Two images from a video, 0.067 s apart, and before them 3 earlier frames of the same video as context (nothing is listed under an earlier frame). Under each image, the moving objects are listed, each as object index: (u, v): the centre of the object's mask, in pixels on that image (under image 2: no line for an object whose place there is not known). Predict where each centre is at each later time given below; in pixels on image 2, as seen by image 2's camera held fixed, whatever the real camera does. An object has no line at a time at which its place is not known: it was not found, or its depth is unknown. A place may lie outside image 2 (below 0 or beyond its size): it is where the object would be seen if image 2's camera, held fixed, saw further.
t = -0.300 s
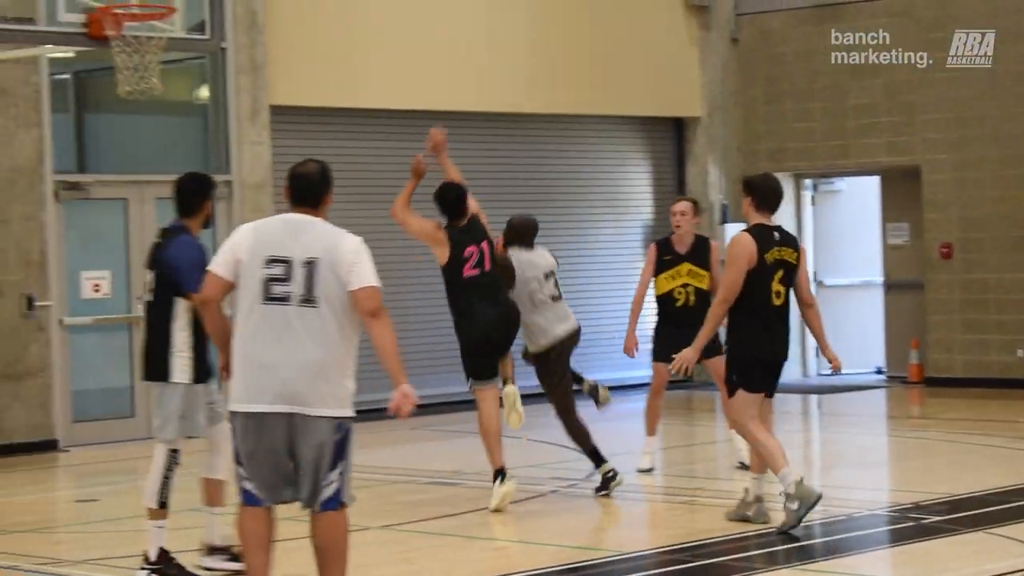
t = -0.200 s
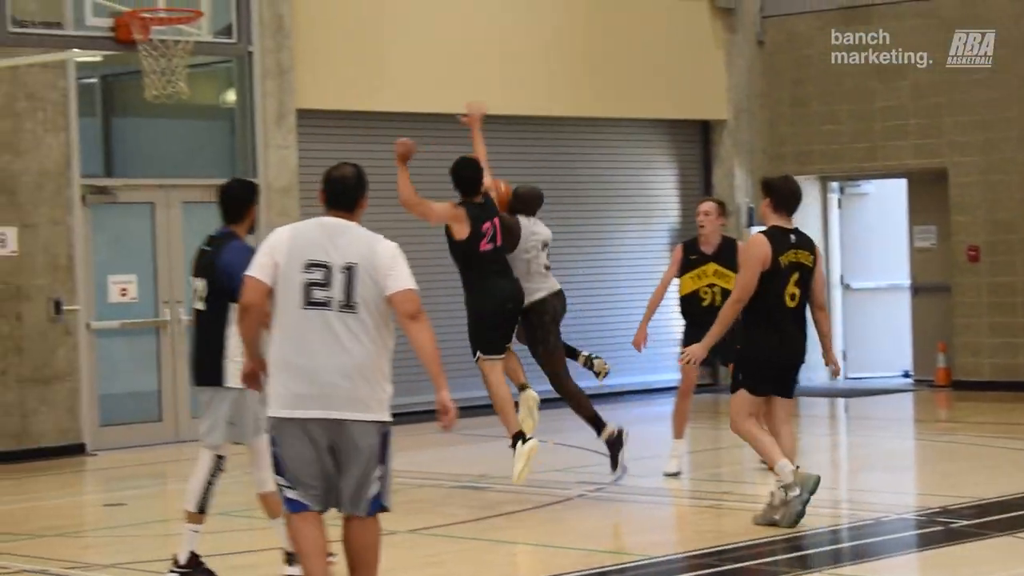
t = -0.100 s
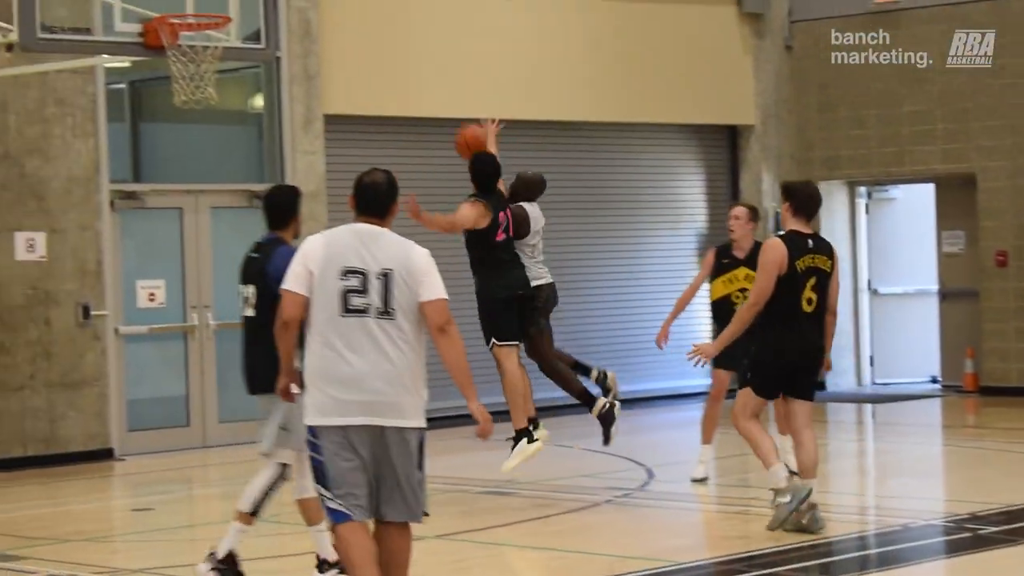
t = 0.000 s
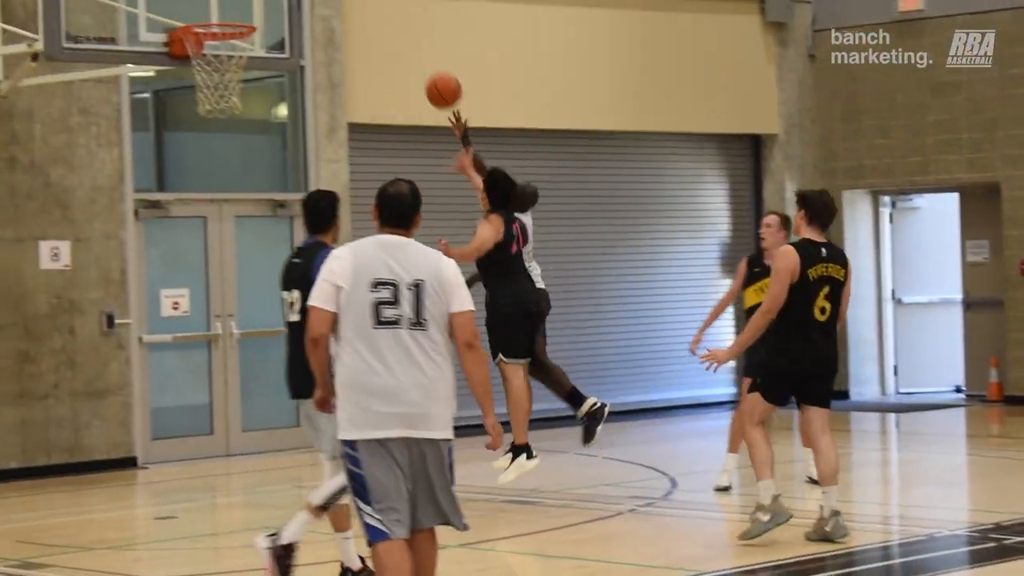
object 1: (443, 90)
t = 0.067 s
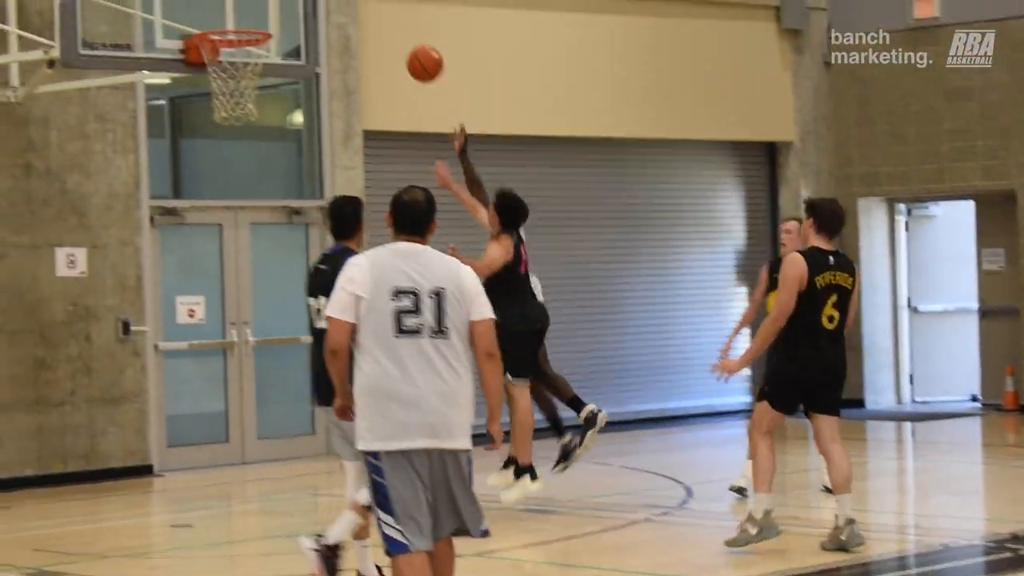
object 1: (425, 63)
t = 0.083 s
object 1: (415, 56)
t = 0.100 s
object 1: (406, 49)
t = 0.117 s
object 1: (397, 42)
